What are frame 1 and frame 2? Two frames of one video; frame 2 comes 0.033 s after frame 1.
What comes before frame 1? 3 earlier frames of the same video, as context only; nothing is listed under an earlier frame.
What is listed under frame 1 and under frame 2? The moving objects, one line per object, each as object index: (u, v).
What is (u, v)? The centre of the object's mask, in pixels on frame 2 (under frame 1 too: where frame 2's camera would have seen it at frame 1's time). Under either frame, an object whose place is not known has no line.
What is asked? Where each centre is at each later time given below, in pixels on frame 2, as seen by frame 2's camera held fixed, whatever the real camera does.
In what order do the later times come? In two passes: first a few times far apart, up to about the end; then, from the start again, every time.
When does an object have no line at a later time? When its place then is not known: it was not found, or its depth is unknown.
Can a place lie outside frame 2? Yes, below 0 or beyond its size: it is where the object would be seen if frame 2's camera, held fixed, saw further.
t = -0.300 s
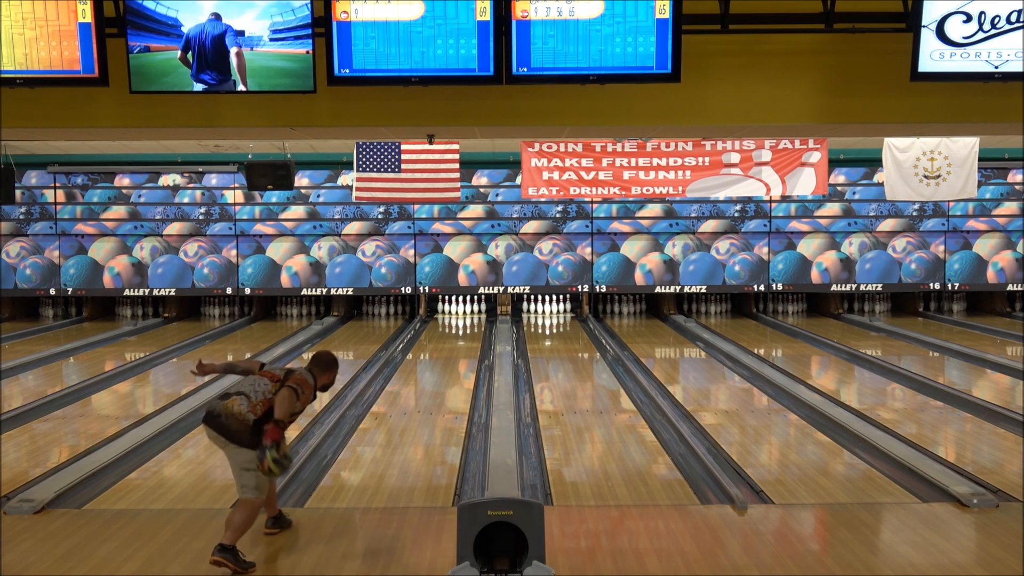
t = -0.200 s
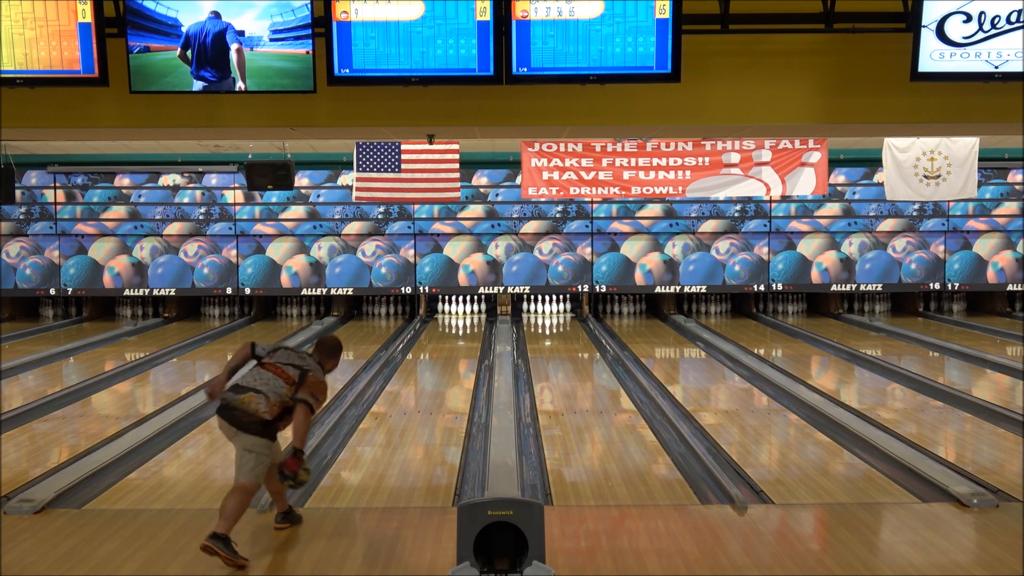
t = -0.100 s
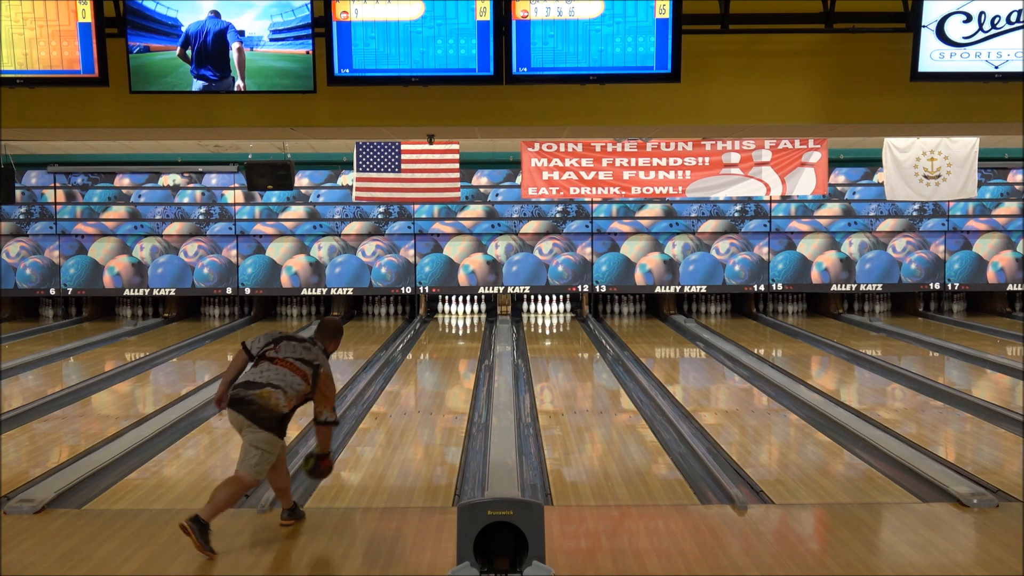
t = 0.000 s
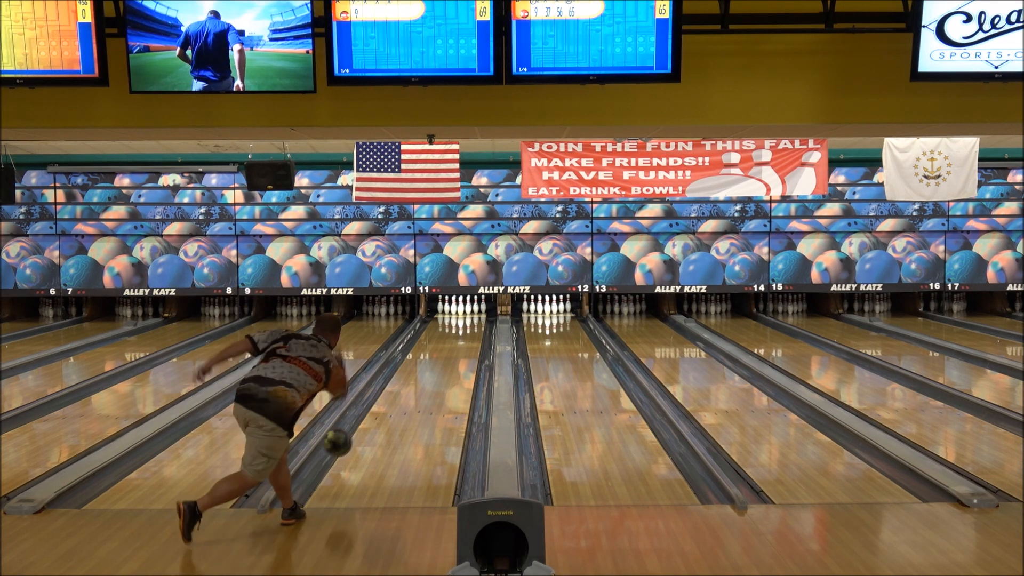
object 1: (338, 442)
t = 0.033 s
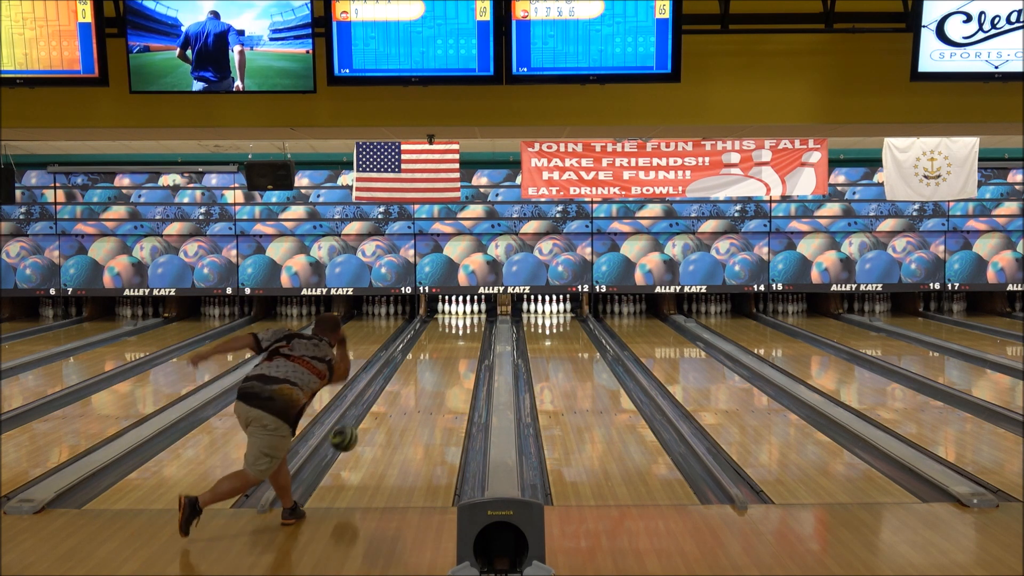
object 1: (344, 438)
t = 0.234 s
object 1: (374, 440)
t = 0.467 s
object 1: (400, 410)
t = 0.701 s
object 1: (419, 387)
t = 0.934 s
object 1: (434, 369)
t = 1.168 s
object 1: (446, 354)
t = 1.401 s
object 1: (455, 342)
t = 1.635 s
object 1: (462, 332)
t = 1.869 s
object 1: (466, 324)
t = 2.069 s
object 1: (467, 318)
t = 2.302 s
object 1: (464, 311)
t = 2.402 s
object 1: (465, 310)
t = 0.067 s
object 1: (349, 435)
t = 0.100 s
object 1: (354, 434)
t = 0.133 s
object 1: (360, 434)
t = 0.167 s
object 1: (365, 435)
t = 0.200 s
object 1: (369, 438)
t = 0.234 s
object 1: (374, 440)
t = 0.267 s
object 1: (378, 434)
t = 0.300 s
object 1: (382, 429)
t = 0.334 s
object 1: (386, 426)
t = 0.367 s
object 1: (389, 422)
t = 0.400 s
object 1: (393, 417)
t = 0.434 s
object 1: (396, 413)
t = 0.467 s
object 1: (400, 410)
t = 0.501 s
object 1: (403, 406)
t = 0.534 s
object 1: (406, 403)
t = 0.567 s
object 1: (409, 399)
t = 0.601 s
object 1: (411, 396)
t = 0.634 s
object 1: (414, 393)
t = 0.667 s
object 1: (417, 390)
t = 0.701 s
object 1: (419, 387)
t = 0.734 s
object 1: (421, 384)
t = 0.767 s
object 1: (424, 382)
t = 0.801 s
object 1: (426, 379)
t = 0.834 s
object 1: (428, 376)
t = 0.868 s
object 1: (430, 374)
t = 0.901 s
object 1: (432, 371)
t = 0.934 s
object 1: (434, 369)
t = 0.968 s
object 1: (436, 367)
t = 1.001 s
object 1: (438, 365)
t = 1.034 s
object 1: (440, 362)
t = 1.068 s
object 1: (441, 360)
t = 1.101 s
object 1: (442, 358)
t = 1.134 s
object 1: (444, 356)
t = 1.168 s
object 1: (446, 354)
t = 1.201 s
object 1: (447, 352)
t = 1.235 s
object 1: (449, 350)
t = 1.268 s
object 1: (450, 349)
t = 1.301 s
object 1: (452, 347)
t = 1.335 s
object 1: (453, 345)
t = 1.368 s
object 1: (454, 344)
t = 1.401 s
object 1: (455, 342)
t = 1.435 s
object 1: (456, 341)
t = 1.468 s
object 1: (458, 339)
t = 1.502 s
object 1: (458, 337)
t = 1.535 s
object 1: (459, 337)
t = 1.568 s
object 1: (459, 335)
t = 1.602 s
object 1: (462, 333)
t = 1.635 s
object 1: (462, 332)
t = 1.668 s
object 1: (464, 331)
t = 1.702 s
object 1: (464, 330)
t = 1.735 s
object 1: (465, 328)
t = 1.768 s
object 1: (465, 327)
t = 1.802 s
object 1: (465, 326)
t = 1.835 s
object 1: (466, 325)
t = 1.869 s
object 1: (466, 324)
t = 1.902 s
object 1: (467, 323)
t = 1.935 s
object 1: (467, 321)
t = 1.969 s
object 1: (467, 320)
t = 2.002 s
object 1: (467, 320)
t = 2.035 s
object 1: (467, 319)
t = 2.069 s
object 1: (467, 318)
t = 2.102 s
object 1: (467, 317)
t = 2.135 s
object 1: (467, 316)
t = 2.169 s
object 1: (466, 315)
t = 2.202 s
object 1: (466, 314)
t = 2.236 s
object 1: (465, 313)
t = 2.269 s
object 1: (465, 312)
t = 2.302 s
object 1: (464, 311)
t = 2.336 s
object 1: (464, 311)
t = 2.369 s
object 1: (464, 310)
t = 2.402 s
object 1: (465, 310)
